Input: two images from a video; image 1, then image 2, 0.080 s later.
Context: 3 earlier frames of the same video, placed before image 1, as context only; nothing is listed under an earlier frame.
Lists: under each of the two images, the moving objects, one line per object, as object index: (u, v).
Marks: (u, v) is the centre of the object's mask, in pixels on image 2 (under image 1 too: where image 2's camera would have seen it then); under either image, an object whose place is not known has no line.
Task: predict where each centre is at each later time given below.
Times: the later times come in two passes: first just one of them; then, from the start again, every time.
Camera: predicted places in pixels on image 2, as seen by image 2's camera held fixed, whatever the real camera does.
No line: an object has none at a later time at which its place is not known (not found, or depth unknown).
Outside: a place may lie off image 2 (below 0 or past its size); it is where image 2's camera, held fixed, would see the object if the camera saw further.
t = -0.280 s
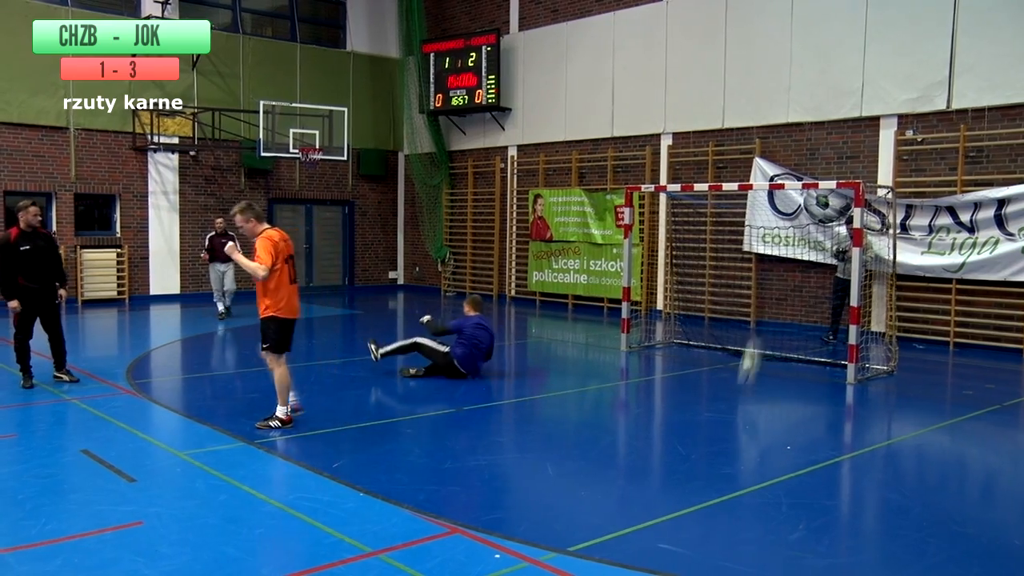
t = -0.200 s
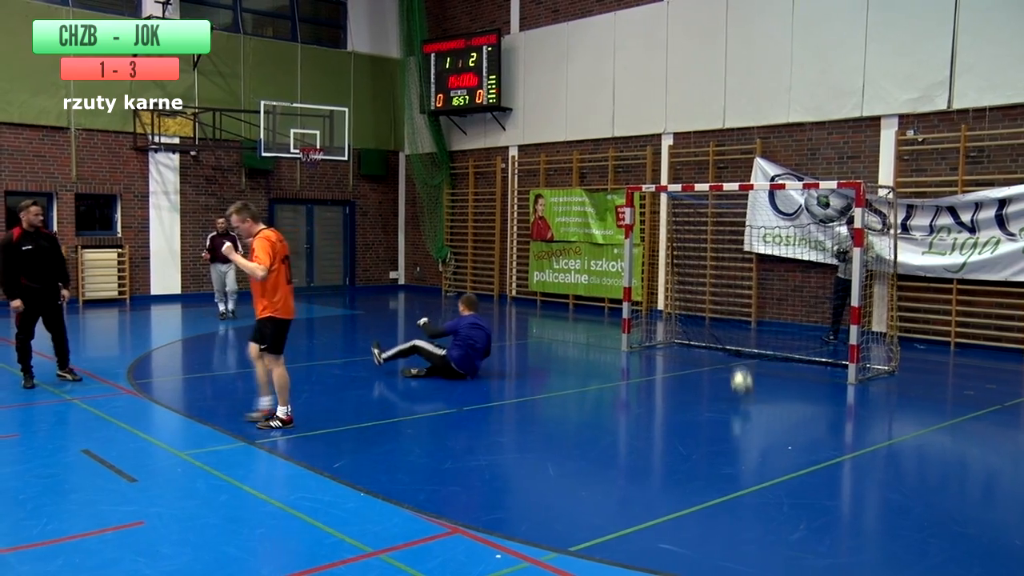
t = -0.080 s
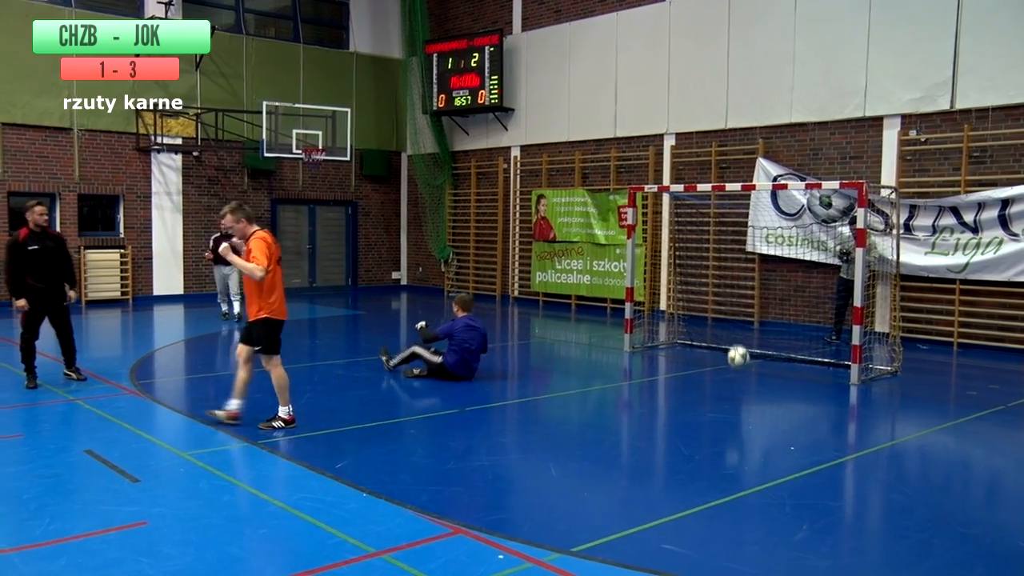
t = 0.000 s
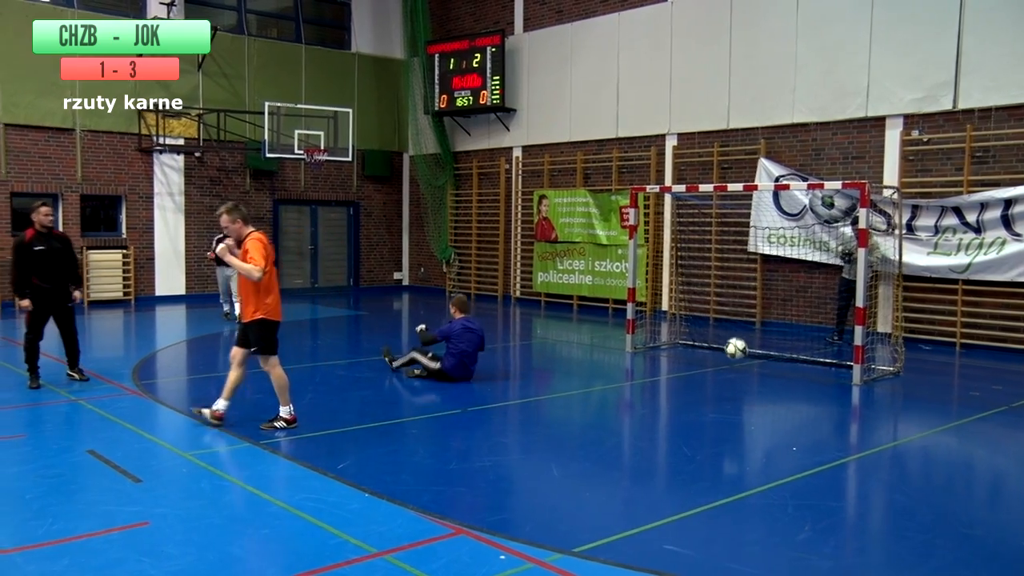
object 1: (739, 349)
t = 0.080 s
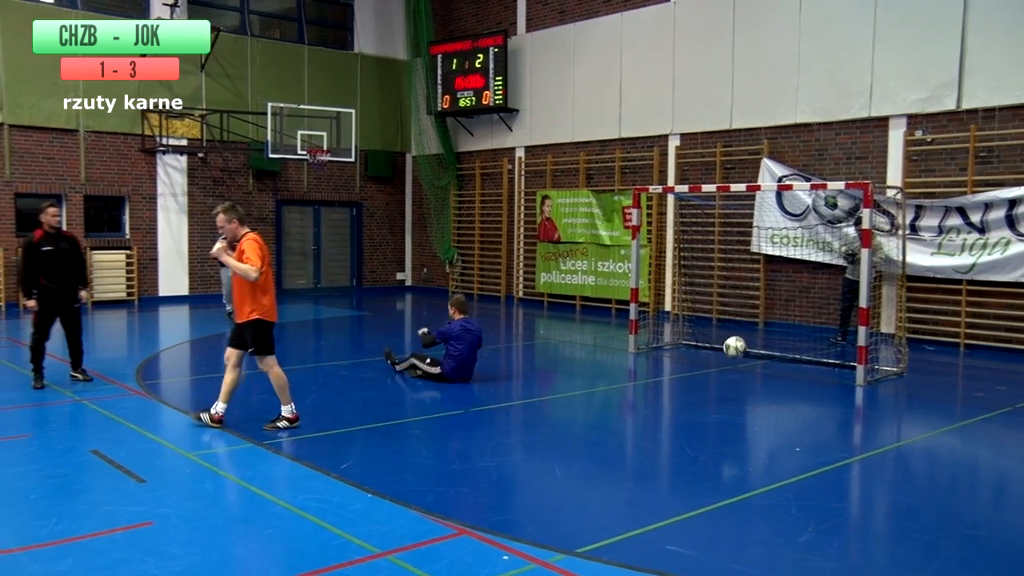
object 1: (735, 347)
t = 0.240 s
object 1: (725, 363)
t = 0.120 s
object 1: (732, 348)
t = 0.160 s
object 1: (730, 351)
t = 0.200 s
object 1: (727, 356)
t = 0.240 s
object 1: (725, 363)
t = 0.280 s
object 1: (723, 371)
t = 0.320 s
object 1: (720, 381)
